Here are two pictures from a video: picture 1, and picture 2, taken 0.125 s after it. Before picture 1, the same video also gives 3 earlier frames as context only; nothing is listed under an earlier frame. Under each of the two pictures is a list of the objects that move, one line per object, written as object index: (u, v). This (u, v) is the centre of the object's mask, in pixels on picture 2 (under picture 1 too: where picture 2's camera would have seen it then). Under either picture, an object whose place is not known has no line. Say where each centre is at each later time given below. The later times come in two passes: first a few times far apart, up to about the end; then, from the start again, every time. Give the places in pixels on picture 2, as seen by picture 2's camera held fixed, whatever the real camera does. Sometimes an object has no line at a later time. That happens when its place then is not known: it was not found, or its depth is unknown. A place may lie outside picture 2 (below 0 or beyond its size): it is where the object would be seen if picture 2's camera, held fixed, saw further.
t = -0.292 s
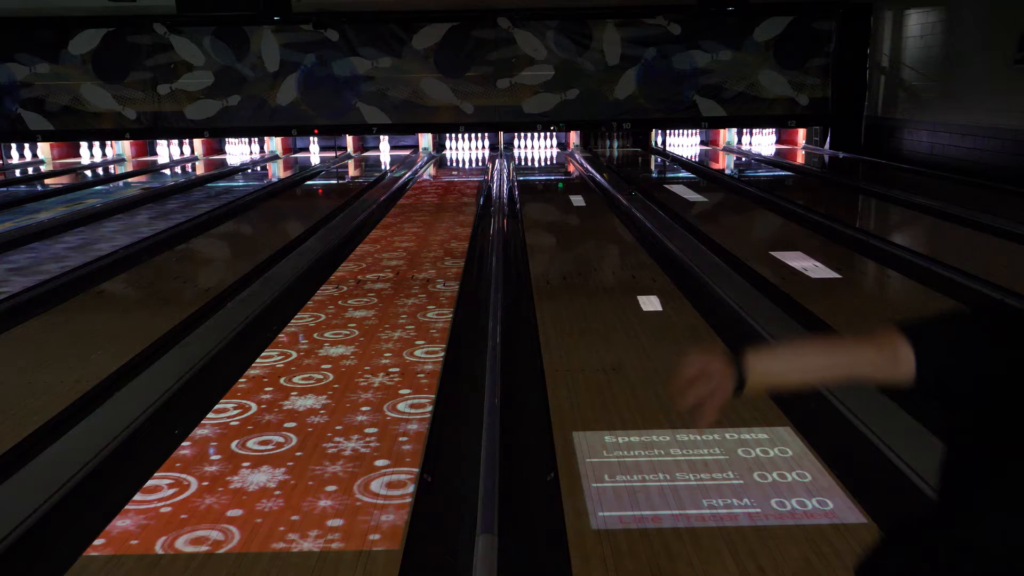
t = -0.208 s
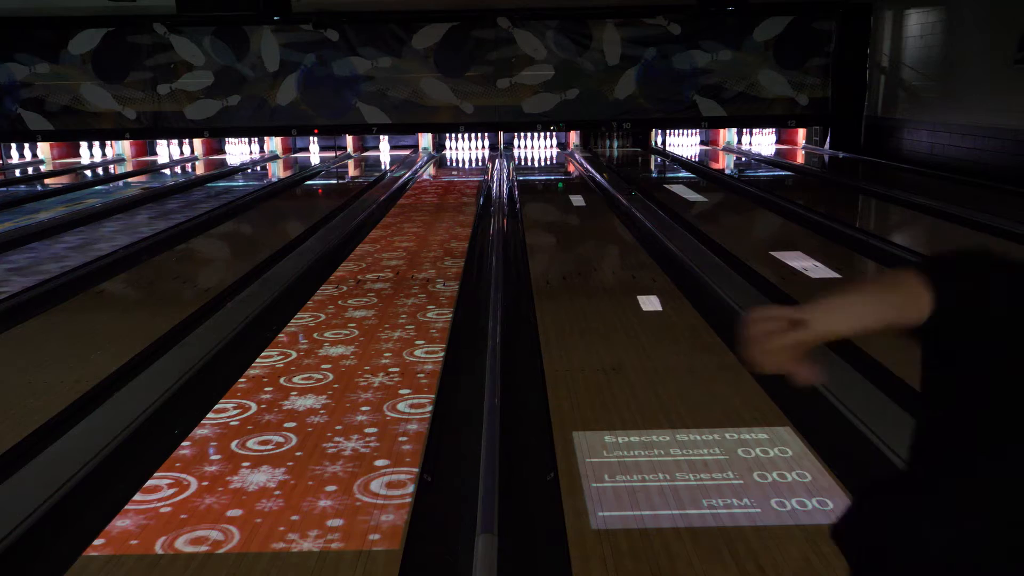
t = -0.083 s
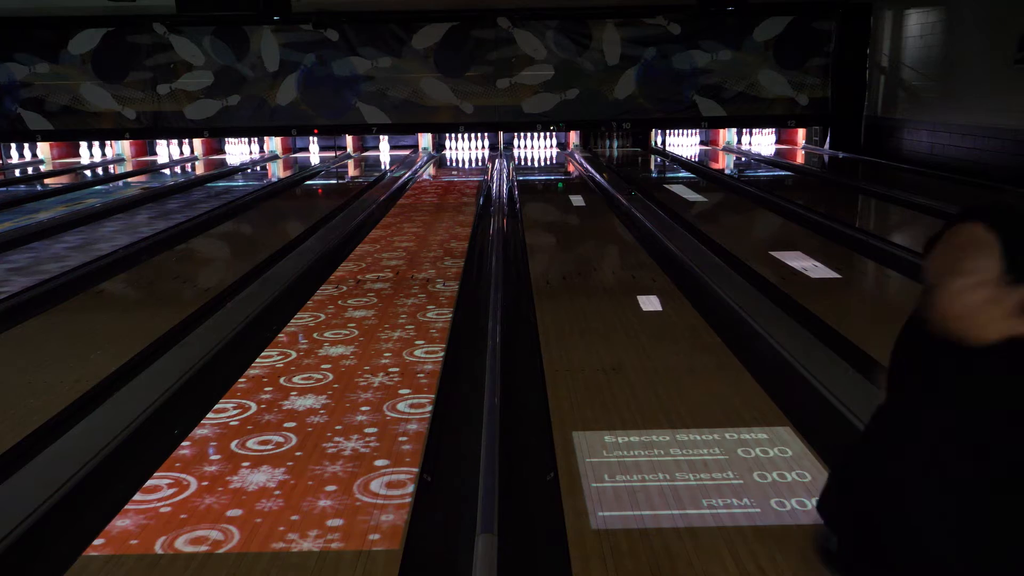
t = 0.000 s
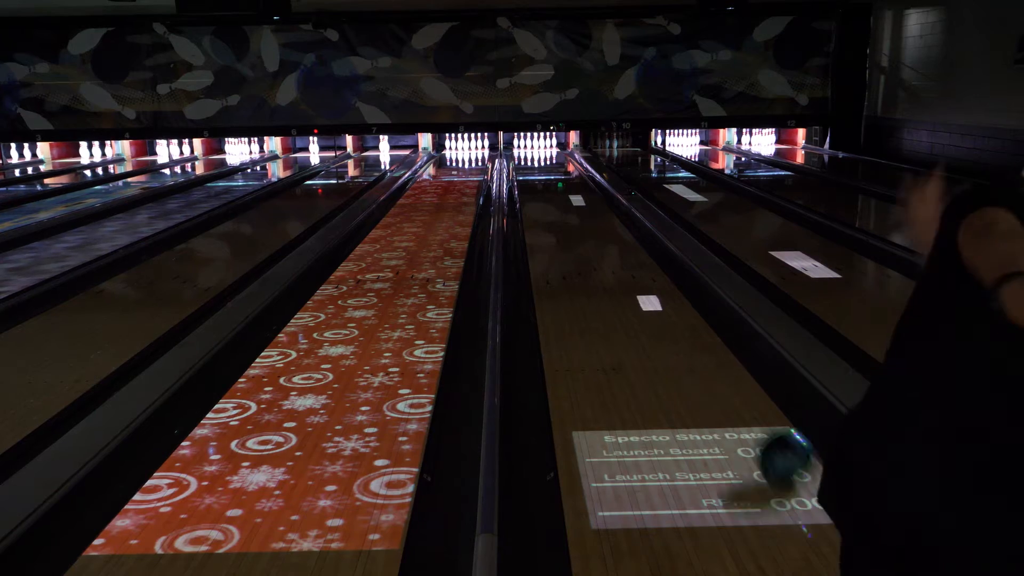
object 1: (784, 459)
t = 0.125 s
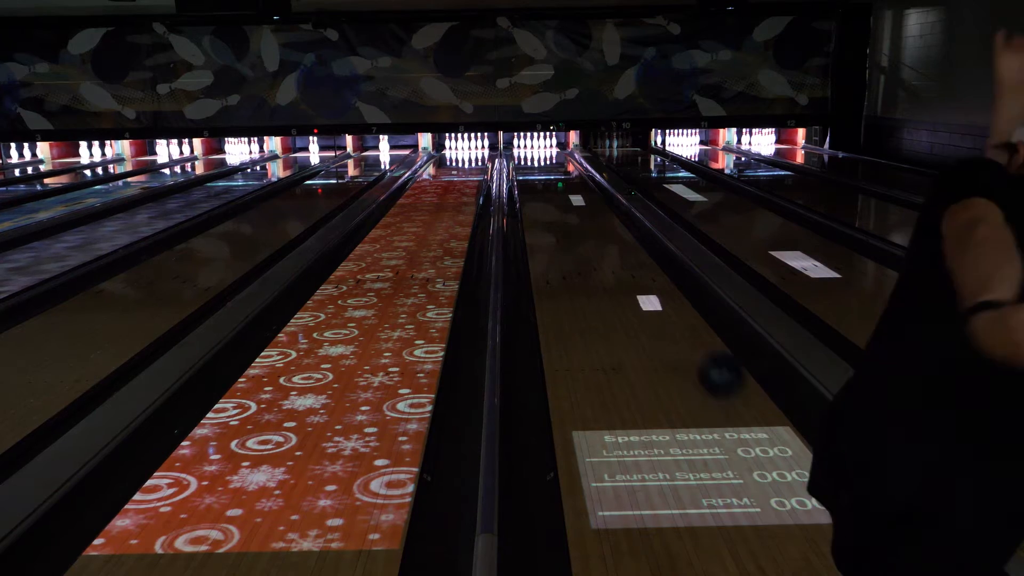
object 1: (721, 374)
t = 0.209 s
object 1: (693, 338)
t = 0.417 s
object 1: (644, 276)
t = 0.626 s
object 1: (615, 238)
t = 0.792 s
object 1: (598, 218)
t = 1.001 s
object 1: (582, 199)
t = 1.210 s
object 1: (571, 185)
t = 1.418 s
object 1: (560, 173)
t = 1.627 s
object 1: (552, 164)
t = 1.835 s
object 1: (545, 162)
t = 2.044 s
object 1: (539, 157)
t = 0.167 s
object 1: (707, 355)
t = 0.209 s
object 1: (693, 338)
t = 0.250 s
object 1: (680, 322)
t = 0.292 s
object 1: (670, 308)
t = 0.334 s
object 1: (660, 297)
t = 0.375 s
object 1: (652, 285)
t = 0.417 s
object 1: (644, 276)
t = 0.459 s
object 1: (637, 267)
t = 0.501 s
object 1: (631, 259)
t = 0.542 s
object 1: (625, 251)
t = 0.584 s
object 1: (620, 245)
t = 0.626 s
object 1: (615, 238)
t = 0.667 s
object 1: (610, 234)
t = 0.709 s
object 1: (606, 227)
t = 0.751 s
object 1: (601, 222)
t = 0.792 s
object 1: (598, 218)
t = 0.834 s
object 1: (595, 214)
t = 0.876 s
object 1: (592, 210)
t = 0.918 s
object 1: (587, 205)
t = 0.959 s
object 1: (583, 203)
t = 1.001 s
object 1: (582, 199)
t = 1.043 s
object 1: (579, 193)
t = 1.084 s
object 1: (577, 192)
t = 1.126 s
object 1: (573, 190)
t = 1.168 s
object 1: (573, 186)
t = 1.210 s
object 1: (571, 185)
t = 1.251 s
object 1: (569, 183)
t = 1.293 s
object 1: (567, 182)
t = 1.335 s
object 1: (564, 180)
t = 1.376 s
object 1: (562, 175)
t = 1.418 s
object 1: (560, 173)
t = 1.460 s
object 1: (559, 170)
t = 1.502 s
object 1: (557, 170)
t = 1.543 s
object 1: (556, 175)
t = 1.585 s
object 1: (554, 170)
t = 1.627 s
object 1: (552, 164)
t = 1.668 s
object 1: (551, 168)
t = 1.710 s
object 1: (549, 167)
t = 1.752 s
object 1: (548, 165)
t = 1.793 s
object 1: (547, 164)
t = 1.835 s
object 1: (545, 162)
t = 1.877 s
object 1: (544, 161)
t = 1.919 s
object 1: (543, 160)
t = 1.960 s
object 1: (541, 158)
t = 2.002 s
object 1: (541, 158)
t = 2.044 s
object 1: (539, 157)
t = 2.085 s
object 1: (538, 155)
